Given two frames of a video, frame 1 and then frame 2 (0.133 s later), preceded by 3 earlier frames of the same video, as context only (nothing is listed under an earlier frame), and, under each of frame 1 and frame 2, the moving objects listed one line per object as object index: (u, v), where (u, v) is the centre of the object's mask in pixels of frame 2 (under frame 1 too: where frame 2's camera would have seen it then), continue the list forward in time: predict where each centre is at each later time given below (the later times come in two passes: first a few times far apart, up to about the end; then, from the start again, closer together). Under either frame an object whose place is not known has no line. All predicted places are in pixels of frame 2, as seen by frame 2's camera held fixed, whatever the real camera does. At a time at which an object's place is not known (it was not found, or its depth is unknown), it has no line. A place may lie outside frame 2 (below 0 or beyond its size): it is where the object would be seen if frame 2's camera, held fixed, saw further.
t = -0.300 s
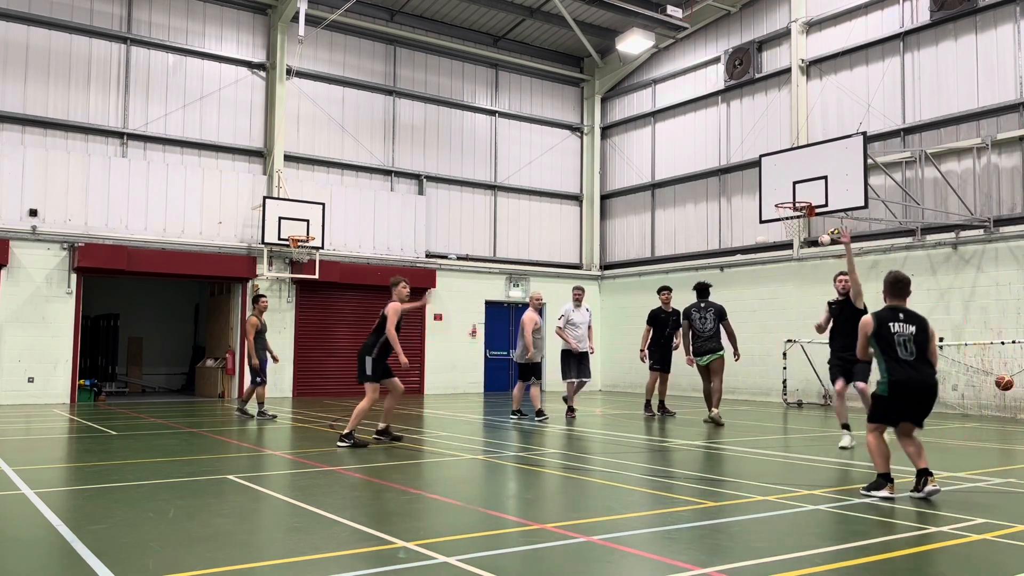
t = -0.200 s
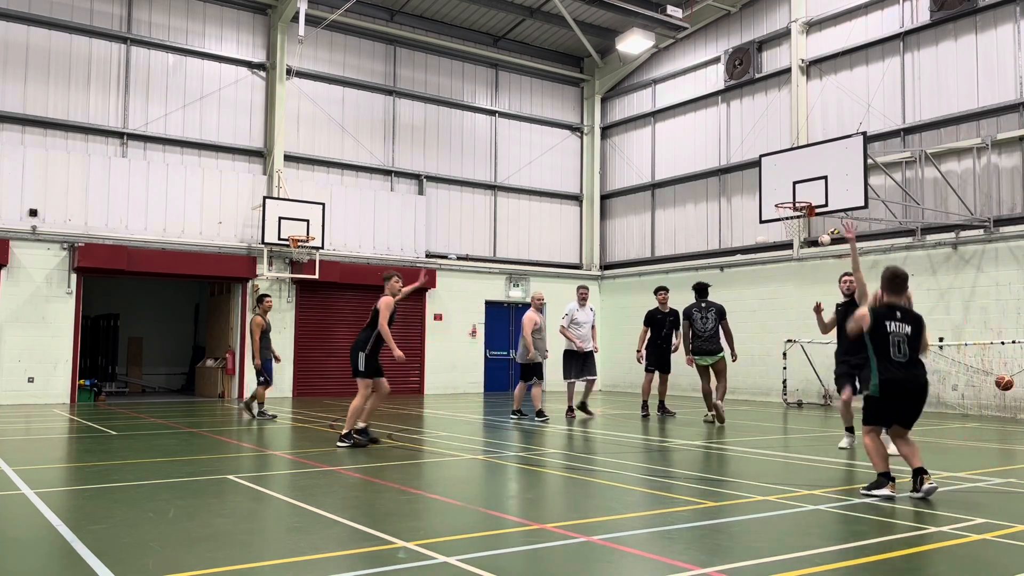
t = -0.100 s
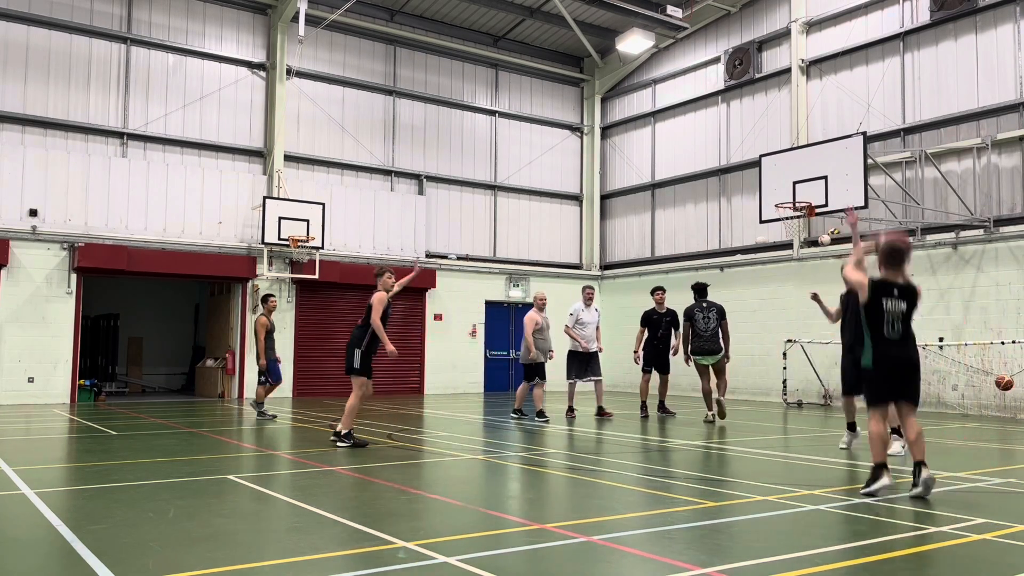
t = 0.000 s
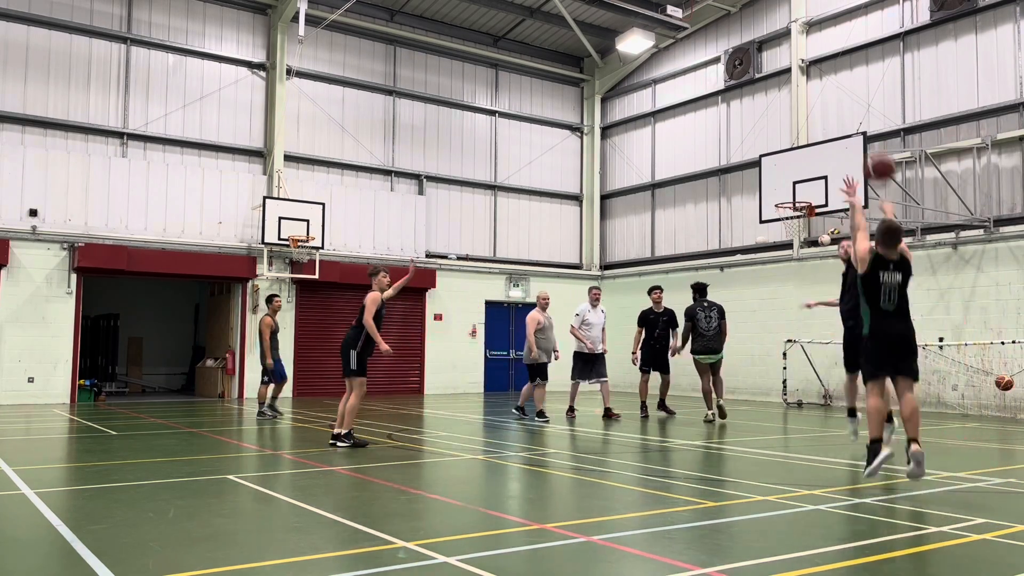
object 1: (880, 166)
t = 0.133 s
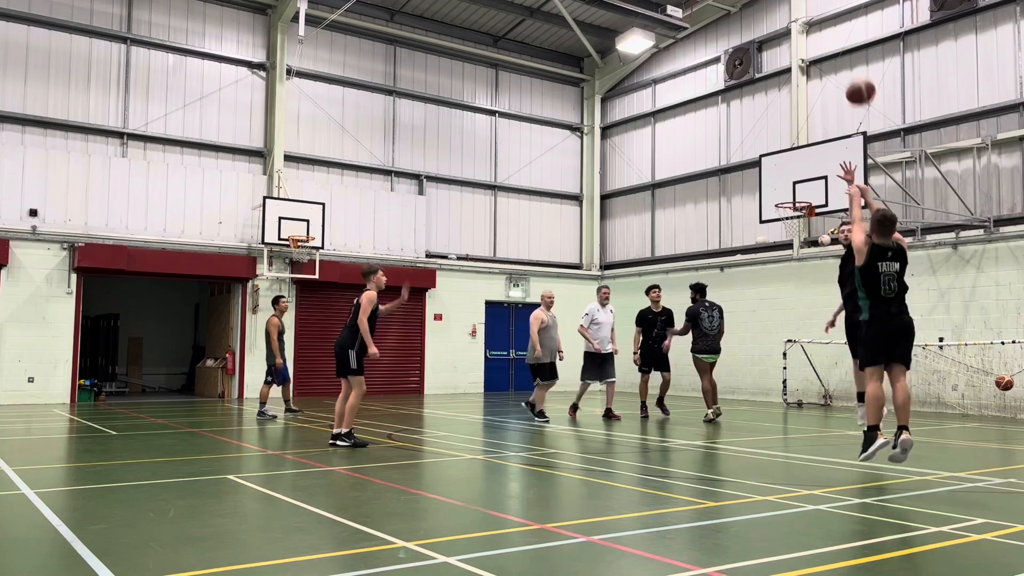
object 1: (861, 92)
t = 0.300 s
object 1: (842, 40)
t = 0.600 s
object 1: (817, 28)
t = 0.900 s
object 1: (801, 87)
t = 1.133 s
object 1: (793, 164)
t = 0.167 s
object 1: (856, 78)
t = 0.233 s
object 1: (849, 56)
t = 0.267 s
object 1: (845, 47)
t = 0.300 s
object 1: (842, 40)
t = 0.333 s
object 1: (838, 34)
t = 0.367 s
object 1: (835, 29)
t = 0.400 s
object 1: (832, 26)
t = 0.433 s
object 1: (830, 24)
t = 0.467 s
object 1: (827, 23)
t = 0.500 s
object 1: (824, 23)
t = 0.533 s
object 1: (822, 24)
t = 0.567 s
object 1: (819, 26)
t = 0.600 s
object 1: (817, 28)
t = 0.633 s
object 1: (815, 32)
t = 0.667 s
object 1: (813, 36)
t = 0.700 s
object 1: (811, 41)
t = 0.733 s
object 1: (810, 47)
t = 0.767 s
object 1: (808, 54)
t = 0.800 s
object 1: (806, 62)
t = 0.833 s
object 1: (804, 69)
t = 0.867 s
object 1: (804, 77)
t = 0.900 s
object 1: (801, 87)
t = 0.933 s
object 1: (800, 97)
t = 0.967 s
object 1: (799, 107)
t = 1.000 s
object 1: (798, 117)
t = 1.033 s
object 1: (796, 129)
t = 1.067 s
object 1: (795, 139)
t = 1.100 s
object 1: (794, 152)
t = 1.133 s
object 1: (793, 164)
